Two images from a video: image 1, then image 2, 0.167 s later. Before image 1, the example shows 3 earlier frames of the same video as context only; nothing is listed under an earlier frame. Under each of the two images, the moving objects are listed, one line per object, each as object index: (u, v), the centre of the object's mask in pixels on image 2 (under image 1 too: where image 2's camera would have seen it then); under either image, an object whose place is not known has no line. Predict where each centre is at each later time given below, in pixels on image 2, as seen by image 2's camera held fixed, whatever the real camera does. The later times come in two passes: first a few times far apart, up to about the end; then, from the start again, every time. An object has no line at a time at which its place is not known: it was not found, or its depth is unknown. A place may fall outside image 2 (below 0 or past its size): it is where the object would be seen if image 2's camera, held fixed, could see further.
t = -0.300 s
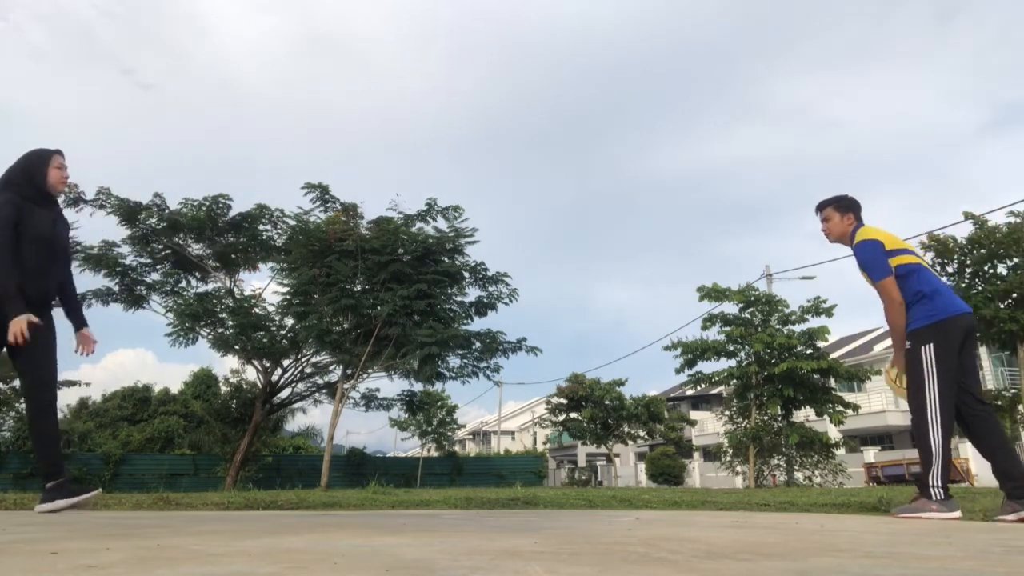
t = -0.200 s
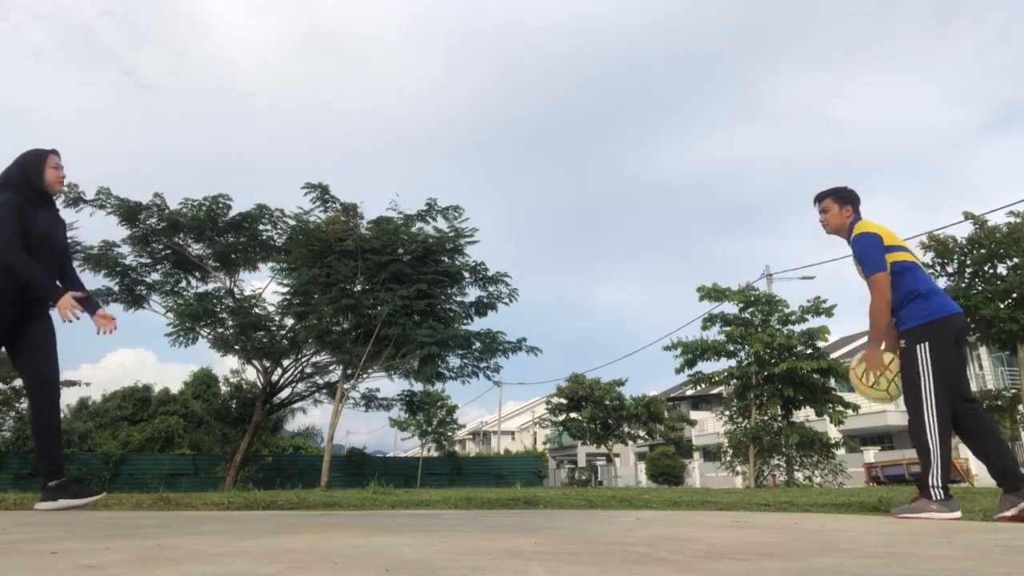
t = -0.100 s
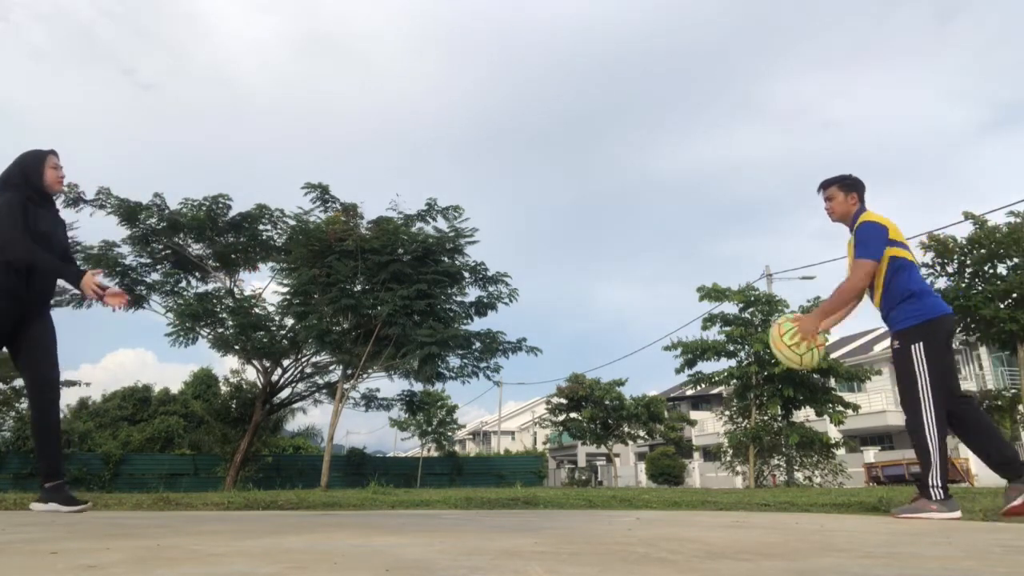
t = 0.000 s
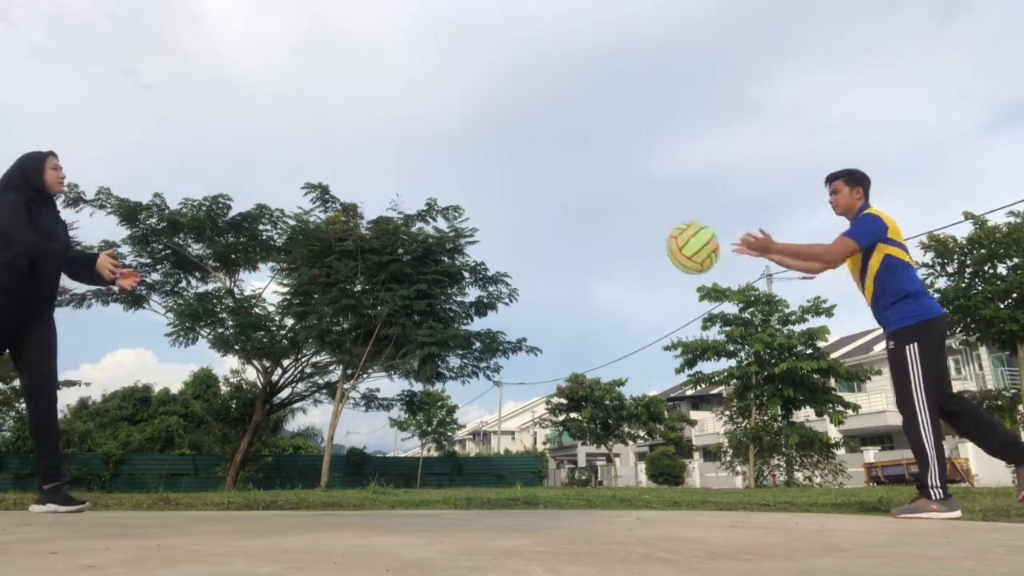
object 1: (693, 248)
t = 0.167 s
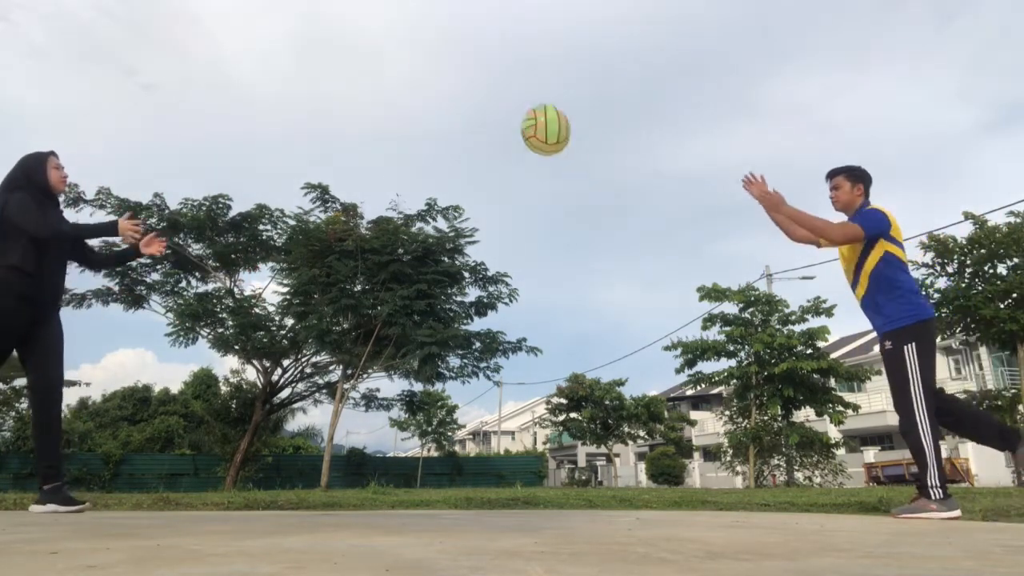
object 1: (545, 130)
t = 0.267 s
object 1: (466, 84)
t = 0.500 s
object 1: (286, 46)
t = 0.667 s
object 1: (155, 73)
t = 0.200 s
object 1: (518, 112)
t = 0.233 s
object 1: (492, 97)
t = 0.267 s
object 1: (466, 84)
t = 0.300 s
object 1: (440, 72)
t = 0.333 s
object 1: (414, 63)
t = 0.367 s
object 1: (388, 56)
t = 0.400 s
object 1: (362, 51)
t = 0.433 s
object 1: (337, 48)
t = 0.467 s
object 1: (312, 46)
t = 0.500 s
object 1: (286, 46)
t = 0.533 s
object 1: (261, 48)
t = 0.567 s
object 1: (235, 52)
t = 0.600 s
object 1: (208, 57)
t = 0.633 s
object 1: (182, 64)
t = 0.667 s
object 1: (155, 73)
